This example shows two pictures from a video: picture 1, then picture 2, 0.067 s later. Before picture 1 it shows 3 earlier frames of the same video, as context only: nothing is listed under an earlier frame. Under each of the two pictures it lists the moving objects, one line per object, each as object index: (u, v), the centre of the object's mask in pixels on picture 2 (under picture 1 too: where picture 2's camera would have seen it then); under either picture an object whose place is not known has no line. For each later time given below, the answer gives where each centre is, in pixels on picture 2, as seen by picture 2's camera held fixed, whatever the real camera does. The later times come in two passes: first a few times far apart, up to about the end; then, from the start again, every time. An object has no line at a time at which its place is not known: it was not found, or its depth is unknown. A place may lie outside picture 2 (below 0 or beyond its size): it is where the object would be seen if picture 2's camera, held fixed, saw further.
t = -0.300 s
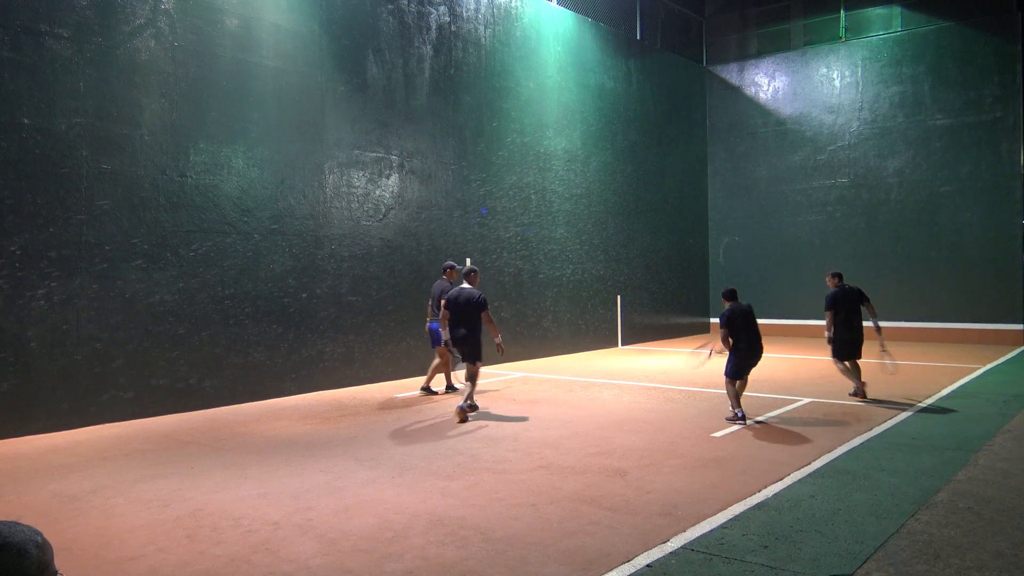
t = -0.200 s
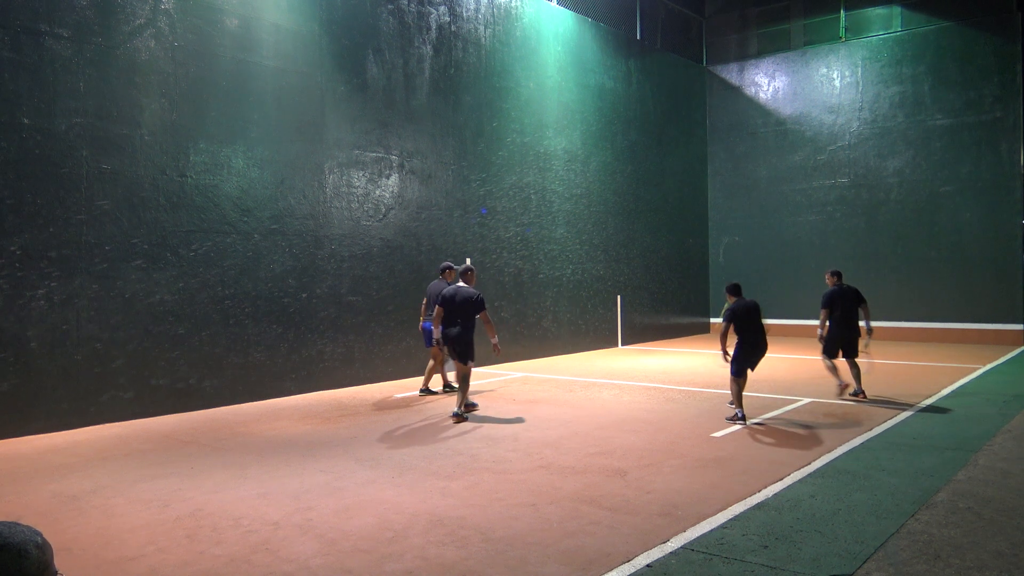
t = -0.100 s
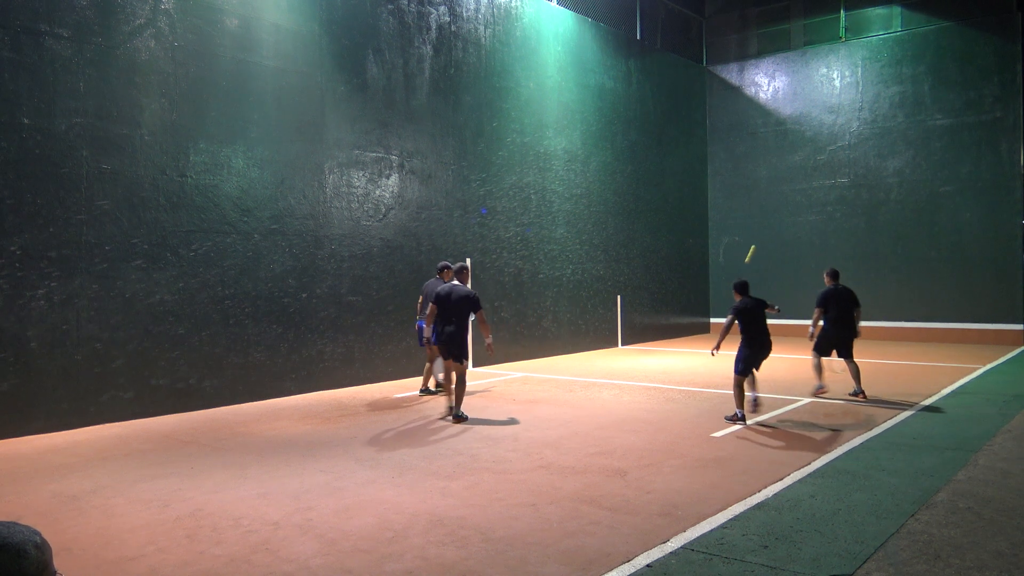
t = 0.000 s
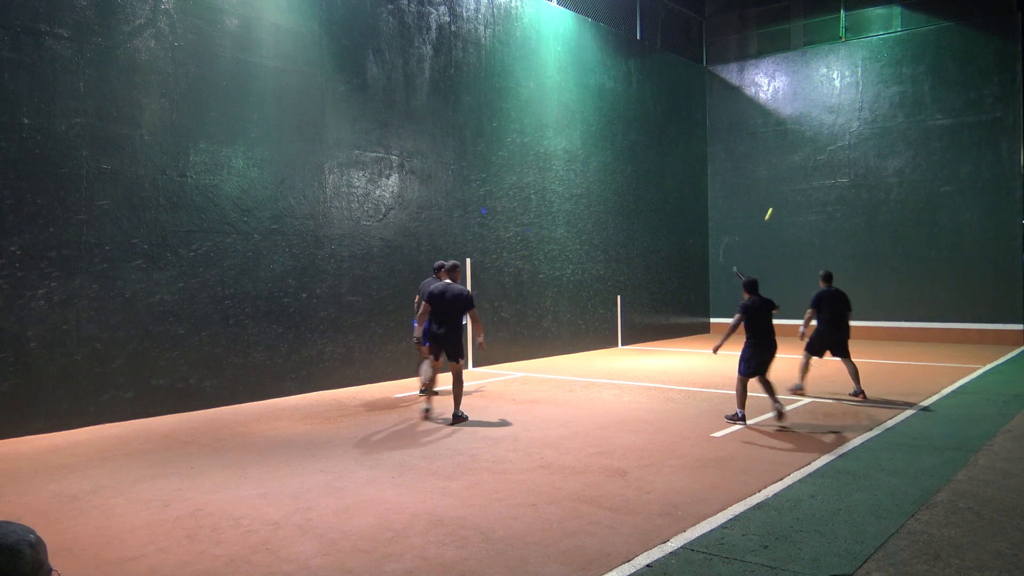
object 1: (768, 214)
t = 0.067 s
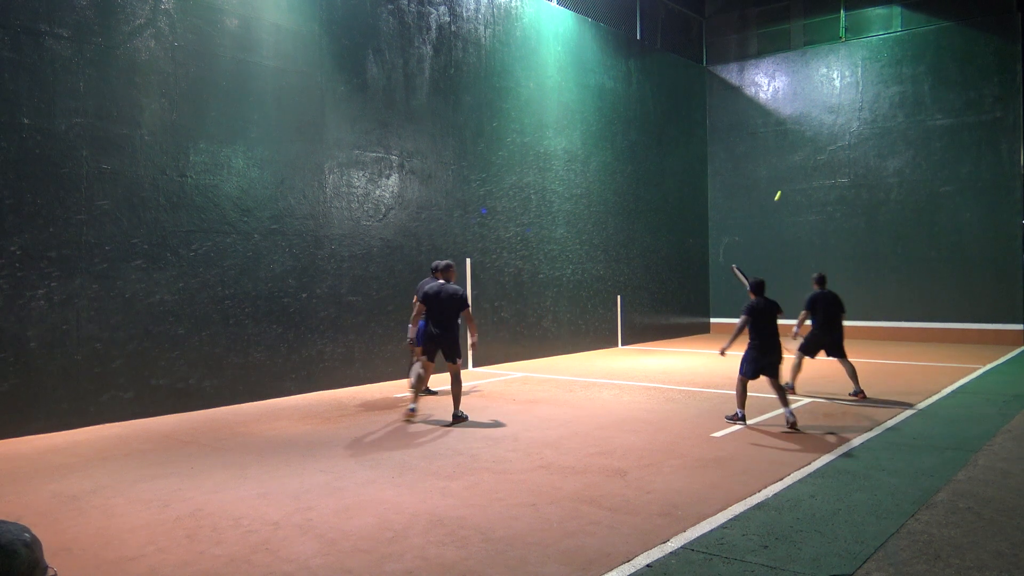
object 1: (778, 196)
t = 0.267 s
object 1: (795, 165)
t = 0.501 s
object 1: (760, 155)
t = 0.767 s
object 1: (689, 171)
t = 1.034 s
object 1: (604, 226)
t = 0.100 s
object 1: (781, 189)
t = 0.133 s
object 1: (785, 182)
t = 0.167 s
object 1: (788, 177)
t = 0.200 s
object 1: (791, 172)
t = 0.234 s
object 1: (793, 168)
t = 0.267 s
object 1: (795, 165)
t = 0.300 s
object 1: (797, 162)
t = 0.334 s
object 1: (798, 160)
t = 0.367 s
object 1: (792, 159)
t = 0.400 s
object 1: (784, 157)
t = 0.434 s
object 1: (776, 156)
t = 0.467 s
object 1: (768, 155)
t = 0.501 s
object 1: (760, 155)
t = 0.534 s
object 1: (752, 155)
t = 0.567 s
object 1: (743, 156)
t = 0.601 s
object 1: (735, 157)
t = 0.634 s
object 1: (726, 159)
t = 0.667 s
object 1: (717, 161)
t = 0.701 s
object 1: (708, 164)
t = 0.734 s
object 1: (698, 167)
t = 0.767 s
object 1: (689, 171)
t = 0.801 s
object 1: (679, 176)
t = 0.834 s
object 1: (669, 181)
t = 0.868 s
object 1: (659, 187)
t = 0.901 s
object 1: (648, 193)
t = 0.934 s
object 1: (637, 200)
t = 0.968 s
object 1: (627, 208)
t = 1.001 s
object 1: (615, 217)
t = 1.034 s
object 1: (604, 226)
